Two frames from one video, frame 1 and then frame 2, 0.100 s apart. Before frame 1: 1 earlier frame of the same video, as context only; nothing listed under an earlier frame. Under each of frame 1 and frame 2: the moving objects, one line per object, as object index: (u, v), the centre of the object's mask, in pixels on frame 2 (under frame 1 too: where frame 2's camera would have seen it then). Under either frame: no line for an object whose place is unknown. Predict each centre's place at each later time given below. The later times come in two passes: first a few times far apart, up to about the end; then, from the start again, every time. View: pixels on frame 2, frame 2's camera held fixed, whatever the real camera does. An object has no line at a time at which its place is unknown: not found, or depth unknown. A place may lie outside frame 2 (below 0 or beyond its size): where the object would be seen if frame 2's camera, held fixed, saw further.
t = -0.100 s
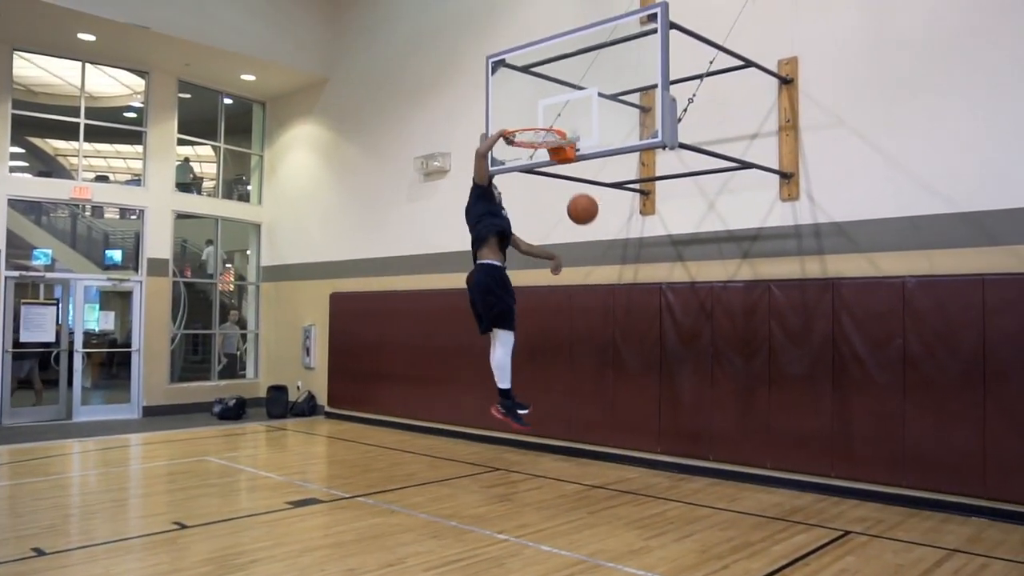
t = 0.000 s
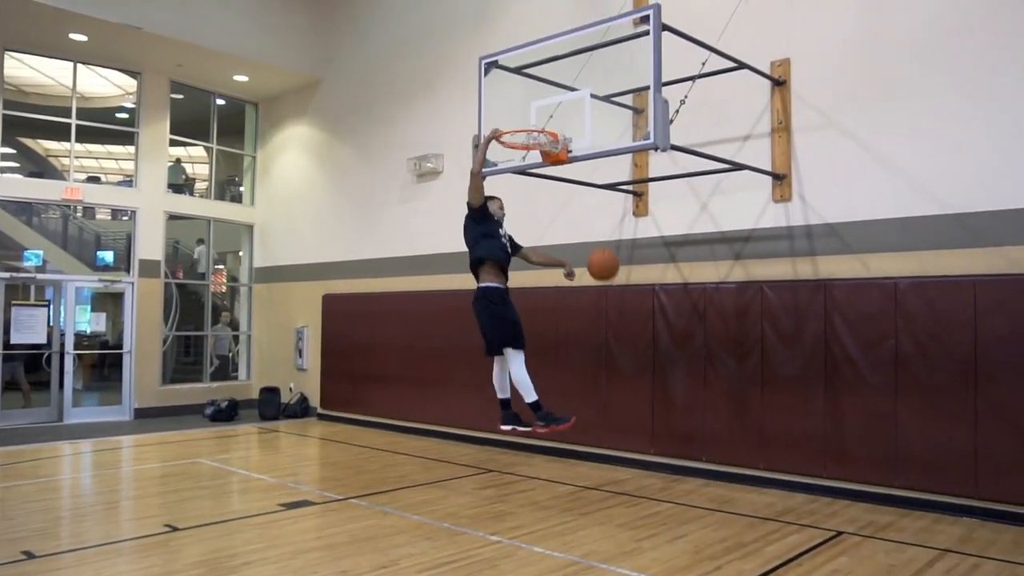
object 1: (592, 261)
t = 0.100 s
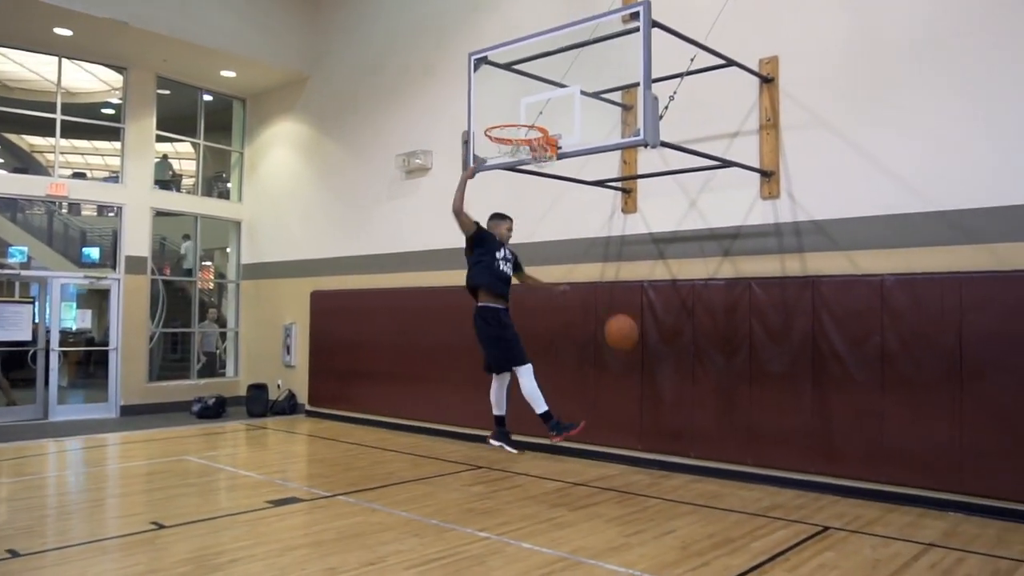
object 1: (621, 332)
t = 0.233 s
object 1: (660, 442)
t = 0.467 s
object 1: (680, 437)
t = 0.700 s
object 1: (666, 325)
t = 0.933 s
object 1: (648, 288)
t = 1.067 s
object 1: (637, 310)
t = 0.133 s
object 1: (631, 359)
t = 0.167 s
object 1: (641, 388)
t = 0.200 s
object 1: (651, 418)
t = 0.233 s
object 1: (660, 442)
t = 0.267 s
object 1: (672, 477)
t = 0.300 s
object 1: (683, 513)
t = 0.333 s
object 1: (688, 529)
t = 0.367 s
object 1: (687, 505)
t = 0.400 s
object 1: (684, 481)
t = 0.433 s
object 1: (682, 457)
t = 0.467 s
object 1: (680, 437)
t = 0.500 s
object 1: (679, 417)
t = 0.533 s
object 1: (676, 399)
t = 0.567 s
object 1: (674, 381)
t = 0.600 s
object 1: (673, 365)
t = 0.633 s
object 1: (670, 350)
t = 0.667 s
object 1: (668, 337)
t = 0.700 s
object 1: (666, 325)
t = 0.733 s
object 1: (663, 315)
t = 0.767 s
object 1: (661, 307)
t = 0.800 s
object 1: (658, 300)
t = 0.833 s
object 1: (656, 294)
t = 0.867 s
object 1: (654, 290)
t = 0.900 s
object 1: (652, 288)
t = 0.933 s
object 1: (648, 288)
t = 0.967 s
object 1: (645, 291)
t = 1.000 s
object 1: (643, 295)
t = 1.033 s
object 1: (640, 301)
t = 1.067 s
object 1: (637, 310)
